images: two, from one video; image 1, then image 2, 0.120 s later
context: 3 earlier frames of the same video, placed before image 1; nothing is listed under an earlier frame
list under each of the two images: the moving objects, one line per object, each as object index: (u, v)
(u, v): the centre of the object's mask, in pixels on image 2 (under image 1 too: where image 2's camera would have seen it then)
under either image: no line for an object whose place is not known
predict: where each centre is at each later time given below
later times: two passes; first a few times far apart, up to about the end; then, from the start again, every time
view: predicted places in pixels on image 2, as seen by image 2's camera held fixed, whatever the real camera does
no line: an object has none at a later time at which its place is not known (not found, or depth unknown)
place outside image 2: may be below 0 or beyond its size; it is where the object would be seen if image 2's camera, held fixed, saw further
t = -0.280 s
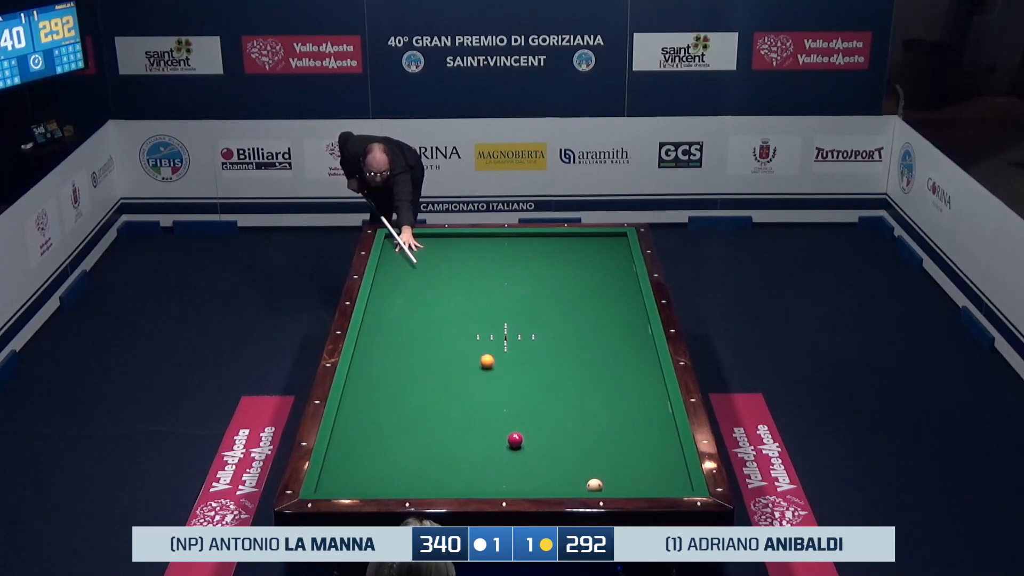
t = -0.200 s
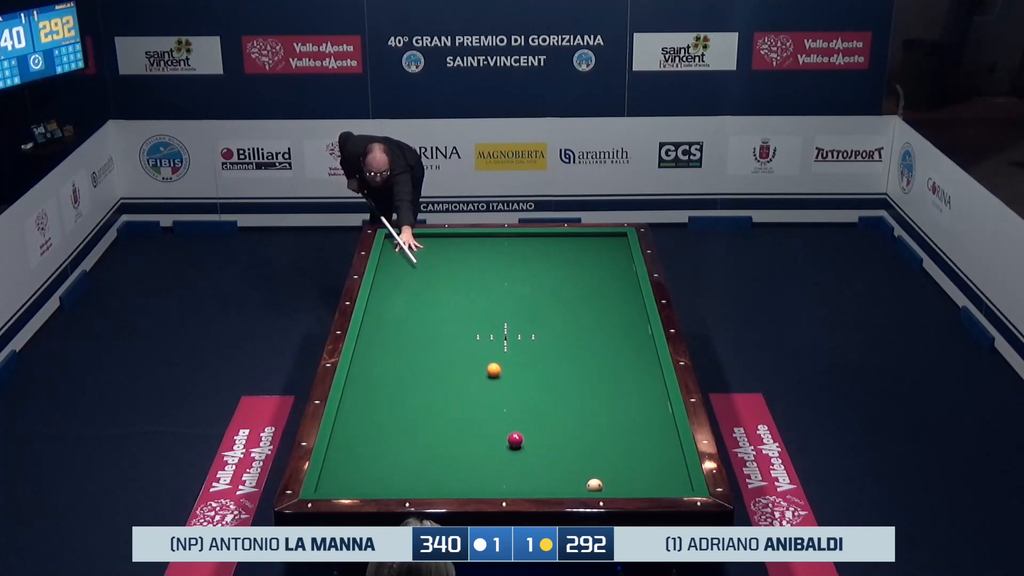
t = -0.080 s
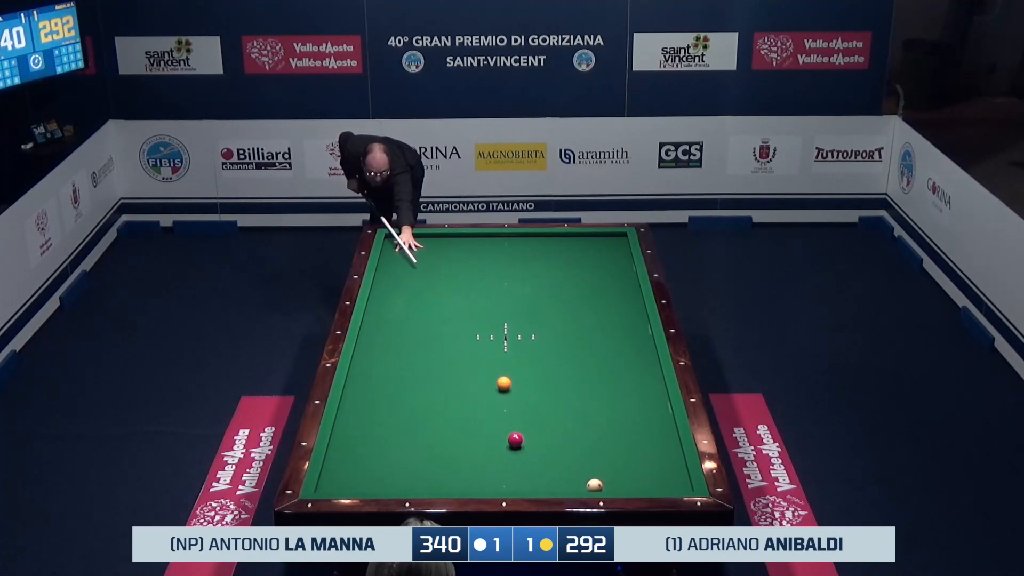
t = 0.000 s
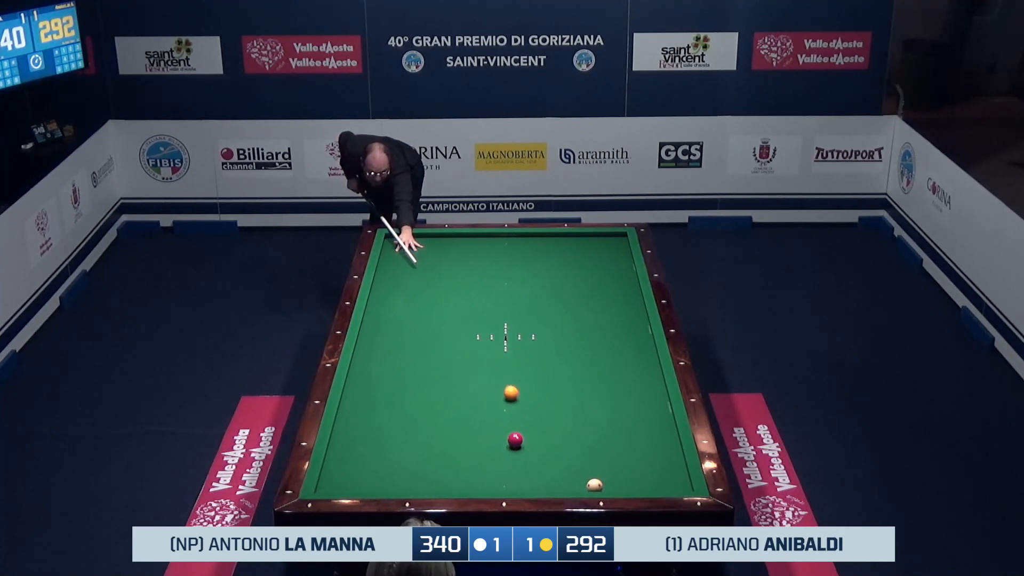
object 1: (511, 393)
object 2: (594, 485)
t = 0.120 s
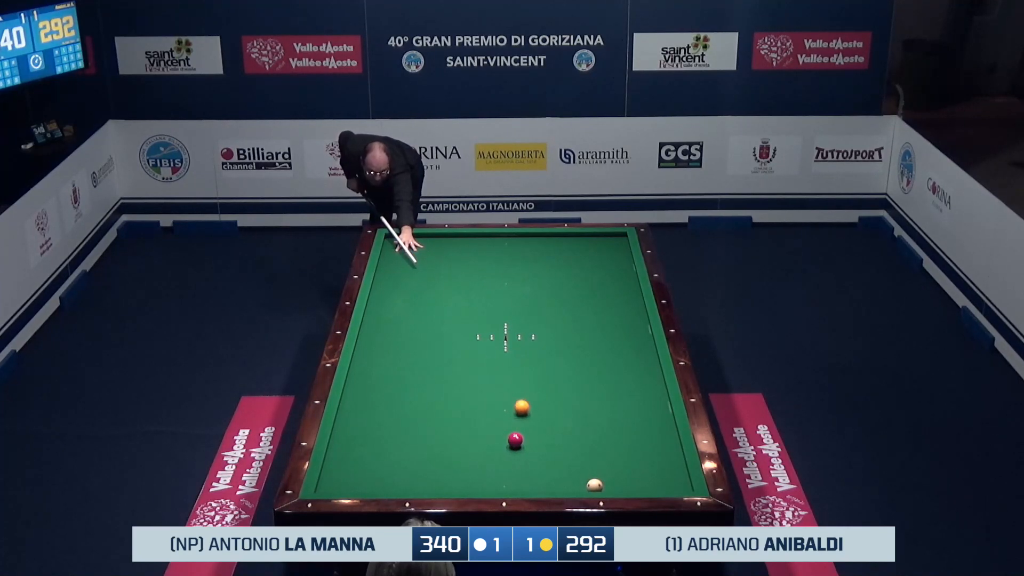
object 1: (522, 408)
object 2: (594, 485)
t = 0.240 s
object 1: (533, 423)
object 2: (594, 485)
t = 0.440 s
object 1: (554, 450)
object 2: (594, 485)
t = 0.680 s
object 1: (579, 483)
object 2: (595, 485)
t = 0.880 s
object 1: (578, 480)
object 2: (617, 484)
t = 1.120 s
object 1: (583, 468)
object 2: (638, 480)
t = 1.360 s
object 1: (588, 457)
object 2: (657, 474)
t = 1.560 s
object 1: (591, 448)
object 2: (673, 470)
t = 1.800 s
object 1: (595, 437)
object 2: (672, 465)
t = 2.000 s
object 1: (598, 430)
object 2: (662, 462)
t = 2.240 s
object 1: (602, 421)
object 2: (650, 458)
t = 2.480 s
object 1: (606, 413)
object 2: (640, 454)
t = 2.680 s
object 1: (609, 406)
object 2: (631, 452)
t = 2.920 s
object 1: (612, 399)
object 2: (621, 448)
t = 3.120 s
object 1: (614, 393)
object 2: (614, 446)
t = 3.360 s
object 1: (617, 386)
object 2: (605, 443)
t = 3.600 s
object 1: (619, 380)
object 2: (598, 440)
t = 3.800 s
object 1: (621, 375)
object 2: (592, 438)
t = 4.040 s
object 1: (623, 369)
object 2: (585, 436)
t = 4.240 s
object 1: (625, 364)
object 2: (580, 434)
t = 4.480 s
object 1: (627, 359)
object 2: (574, 432)
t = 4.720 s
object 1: (629, 355)
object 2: (569, 430)
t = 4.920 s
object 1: (631, 351)
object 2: (565, 428)
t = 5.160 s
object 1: (632, 347)
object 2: (560, 427)
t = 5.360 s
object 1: (634, 344)
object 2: (557, 425)
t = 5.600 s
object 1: (635, 340)
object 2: (553, 424)
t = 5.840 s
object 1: (637, 337)
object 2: (550, 423)
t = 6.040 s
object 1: (638, 334)
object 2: (548, 422)
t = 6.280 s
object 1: (639, 331)
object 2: (545, 421)
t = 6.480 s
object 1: (639, 329)
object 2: (544, 421)
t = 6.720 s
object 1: (640, 326)
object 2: (543, 420)
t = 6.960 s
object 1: (641, 324)
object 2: (542, 420)
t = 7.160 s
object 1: (641, 322)
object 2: (542, 419)
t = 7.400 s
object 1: (642, 320)
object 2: (541, 419)
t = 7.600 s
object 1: (642, 319)
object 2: (542, 419)
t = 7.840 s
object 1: (642, 317)
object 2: (542, 419)
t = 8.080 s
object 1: (642, 316)
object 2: (542, 419)
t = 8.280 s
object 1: (641, 315)
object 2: (542, 419)
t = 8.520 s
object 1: (641, 314)
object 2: (542, 419)
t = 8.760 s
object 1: (640, 313)
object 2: (542, 419)
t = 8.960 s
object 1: (640, 313)
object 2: (542, 419)
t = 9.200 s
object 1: (640, 313)
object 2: (542, 419)
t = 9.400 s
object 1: (640, 313)
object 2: (542, 419)
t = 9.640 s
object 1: (640, 312)
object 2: (542, 419)
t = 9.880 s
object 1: (640, 312)
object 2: (542, 419)
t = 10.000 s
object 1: (640, 312)
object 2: (542, 419)
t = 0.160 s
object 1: (525, 413)
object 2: (594, 485)
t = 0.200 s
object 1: (529, 418)
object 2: (594, 485)
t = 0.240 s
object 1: (533, 423)
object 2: (594, 485)
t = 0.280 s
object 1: (537, 428)
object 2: (594, 485)
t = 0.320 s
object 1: (541, 433)
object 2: (594, 485)
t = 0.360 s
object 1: (545, 439)
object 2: (594, 485)
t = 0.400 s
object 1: (549, 444)
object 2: (594, 485)
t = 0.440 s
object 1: (554, 450)
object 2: (594, 485)
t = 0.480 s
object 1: (558, 455)
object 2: (594, 485)
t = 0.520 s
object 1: (562, 461)
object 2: (594, 485)
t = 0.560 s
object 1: (566, 467)
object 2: (594, 485)
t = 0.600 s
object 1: (570, 472)
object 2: (594, 485)
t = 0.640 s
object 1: (575, 478)
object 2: (594, 485)
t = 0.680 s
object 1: (579, 483)
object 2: (595, 485)
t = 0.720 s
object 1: (576, 486)
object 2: (602, 486)
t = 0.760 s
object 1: (576, 485)
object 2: (606, 486)
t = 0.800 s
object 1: (576, 483)
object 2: (610, 485)
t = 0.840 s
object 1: (577, 482)
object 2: (614, 485)
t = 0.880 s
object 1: (578, 480)
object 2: (617, 484)
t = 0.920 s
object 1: (579, 478)
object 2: (621, 483)
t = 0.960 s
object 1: (580, 476)
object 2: (624, 483)
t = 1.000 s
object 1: (581, 474)
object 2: (628, 483)
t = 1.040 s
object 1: (581, 472)
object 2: (631, 482)
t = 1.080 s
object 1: (582, 470)
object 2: (635, 481)
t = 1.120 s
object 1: (583, 468)
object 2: (638, 480)
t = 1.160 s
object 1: (584, 466)
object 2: (641, 479)
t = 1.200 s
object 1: (584, 464)
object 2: (644, 478)
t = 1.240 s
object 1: (585, 462)
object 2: (648, 477)
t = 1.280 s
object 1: (586, 460)
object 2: (651, 476)
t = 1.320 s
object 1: (587, 458)
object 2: (654, 475)
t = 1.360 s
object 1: (588, 457)
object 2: (657, 474)
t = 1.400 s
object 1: (588, 455)
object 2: (661, 473)
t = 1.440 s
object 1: (589, 453)
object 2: (664, 472)
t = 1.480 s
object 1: (590, 451)
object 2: (667, 471)
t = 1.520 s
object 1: (590, 449)
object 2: (670, 471)
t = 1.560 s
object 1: (591, 448)
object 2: (673, 470)
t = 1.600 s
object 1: (592, 446)
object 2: (676, 469)
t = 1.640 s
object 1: (593, 444)
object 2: (679, 468)
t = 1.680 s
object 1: (593, 442)
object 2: (678, 467)
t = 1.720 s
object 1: (594, 441)
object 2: (676, 466)
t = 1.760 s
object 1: (595, 439)
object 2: (674, 466)
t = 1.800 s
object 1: (595, 437)
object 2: (672, 465)
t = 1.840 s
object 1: (596, 436)
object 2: (670, 465)
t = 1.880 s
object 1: (597, 434)
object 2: (668, 464)
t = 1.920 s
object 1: (597, 433)
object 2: (666, 463)
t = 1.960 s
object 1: (598, 431)
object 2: (664, 463)
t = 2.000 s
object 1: (598, 430)
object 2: (662, 462)
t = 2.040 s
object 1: (599, 429)
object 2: (660, 461)
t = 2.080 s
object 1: (600, 427)
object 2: (658, 461)
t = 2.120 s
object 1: (600, 426)
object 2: (656, 460)
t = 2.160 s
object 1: (601, 424)
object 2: (654, 459)
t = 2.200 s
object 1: (601, 423)
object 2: (652, 458)
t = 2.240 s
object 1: (602, 421)
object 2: (650, 458)
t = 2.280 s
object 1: (603, 420)
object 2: (648, 457)
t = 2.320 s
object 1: (603, 418)
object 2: (647, 457)
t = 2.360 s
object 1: (604, 417)
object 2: (645, 456)
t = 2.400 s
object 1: (605, 416)
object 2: (643, 456)
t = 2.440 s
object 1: (605, 414)
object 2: (641, 455)
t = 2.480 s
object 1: (606, 413)
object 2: (640, 454)
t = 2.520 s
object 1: (606, 411)
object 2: (638, 454)
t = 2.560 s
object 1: (607, 410)
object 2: (636, 453)
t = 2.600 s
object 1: (607, 409)
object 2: (634, 453)
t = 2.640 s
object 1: (608, 407)
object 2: (633, 452)
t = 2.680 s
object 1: (609, 406)
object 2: (631, 452)
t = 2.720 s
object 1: (609, 405)
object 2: (629, 451)
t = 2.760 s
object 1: (610, 404)
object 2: (628, 451)
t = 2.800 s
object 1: (610, 403)
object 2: (626, 450)
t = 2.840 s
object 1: (611, 401)
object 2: (625, 450)
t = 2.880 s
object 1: (611, 400)
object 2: (623, 449)
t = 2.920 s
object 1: (612, 399)
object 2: (621, 448)
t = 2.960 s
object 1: (612, 398)
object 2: (620, 448)
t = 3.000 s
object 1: (613, 396)
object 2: (618, 447)
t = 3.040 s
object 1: (613, 395)
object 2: (617, 447)
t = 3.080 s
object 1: (614, 394)
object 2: (615, 446)
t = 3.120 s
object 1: (614, 393)
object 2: (614, 446)
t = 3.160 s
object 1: (615, 392)
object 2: (612, 446)
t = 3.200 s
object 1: (615, 391)
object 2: (611, 445)
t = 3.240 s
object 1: (616, 389)
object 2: (610, 444)
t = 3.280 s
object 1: (616, 388)
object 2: (608, 444)
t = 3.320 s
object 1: (616, 387)
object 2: (607, 444)
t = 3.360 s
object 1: (617, 386)
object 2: (605, 443)
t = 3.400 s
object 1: (617, 385)
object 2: (604, 443)
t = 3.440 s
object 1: (618, 384)
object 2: (603, 442)
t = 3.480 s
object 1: (618, 383)
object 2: (601, 442)
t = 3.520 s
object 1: (618, 382)
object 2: (600, 441)
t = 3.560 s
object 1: (619, 381)
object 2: (599, 441)
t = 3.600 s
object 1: (619, 380)
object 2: (598, 440)
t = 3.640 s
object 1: (620, 379)
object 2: (596, 440)
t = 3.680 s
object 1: (620, 378)
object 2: (595, 439)
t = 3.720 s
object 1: (620, 377)
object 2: (594, 439)
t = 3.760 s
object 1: (621, 375)
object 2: (593, 439)
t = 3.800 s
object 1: (621, 375)
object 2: (592, 438)
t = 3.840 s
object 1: (621, 374)
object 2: (591, 438)
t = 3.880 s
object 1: (622, 372)
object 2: (589, 437)
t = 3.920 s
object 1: (622, 372)
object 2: (588, 437)
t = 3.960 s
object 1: (622, 371)
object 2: (587, 436)
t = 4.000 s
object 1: (623, 370)
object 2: (586, 436)
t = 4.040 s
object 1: (623, 369)
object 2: (585, 436)
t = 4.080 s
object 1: (624, 368)
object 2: (584, 435)
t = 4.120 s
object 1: (624, 367)
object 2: (583, 435)
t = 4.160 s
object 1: (624, 366)
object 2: (582, 435)
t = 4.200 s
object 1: (625, 365)
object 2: (581, 434)
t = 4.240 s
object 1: (625, 364)
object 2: (580, 434)
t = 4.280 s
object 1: (625, 364)
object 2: (579, 433)
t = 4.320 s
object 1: (626, 363)
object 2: (578, 433)
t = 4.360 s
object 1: (626, 362)
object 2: (577, 433)
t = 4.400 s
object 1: (626, 361)
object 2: (576, 433)
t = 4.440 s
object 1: (627, 360)
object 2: (575, 432)
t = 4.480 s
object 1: (627, 359)
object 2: (574, 432)
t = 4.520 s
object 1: (628, 358)
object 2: (573, 431)
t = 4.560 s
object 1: (628, 358)
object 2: (572, 431)
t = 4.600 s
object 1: (628, 357)
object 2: (571, 431)
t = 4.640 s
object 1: (628, 356)
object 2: (570, 431)
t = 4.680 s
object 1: (629, 355)
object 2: (569, 430)
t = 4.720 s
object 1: (629, 355)
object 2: (569, 430)
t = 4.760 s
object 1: (629, 354)
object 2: (568, 430)
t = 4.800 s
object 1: (630, 353)
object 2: (567, 429)
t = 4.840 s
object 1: (630, 353)
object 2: (566, 429)
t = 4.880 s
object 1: (631, 352)
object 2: (565, 429)
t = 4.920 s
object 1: (631, 351)
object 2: (565, 428)
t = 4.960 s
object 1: (631, 350)
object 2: (564, 428)
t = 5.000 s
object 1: (631, 350)
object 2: (563, 428)
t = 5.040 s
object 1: (632, 349)
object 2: (562, 427)
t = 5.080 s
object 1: (632, 348)
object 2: (562, 427)
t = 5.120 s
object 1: (632, 348)
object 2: (561, 427)
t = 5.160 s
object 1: (632, 347)
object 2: (560, 427)
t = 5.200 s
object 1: (633, 346)
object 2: (559, 426)
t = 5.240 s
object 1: (633, 346)
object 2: (559, 426)
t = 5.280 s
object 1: (633, 345)
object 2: (558, 426)
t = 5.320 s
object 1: (634, 344)
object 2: (558, 426)
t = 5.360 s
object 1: (634, 344)
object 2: (557, 425)
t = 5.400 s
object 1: (634, 343)
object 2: (556, 425)
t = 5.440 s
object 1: (634, 343)
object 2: (556, 425)
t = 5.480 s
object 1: (634, 342)
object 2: (555, 425)
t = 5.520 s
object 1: (635, 341)
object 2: (554, 425)
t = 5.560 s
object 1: (635, 341)
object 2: (554, 424)
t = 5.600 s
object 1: (635, 340)
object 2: (553, 424)
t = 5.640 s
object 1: (635, 340)
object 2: (553, 424)
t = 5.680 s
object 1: (636, 339)
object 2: (552, 424)
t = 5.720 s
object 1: (636, 338)
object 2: (552, 424)
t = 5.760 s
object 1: (636, 338)
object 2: (551, 423)
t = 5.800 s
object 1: (636, 337)
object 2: (551, 423)
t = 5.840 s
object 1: (637, 337)
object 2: (550, 423)
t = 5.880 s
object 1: (637, 336)
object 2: (550, 423)
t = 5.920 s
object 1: (637, 336)
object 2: (549, 423)
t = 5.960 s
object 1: (638, 335)
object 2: (549, 423)
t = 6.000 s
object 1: (638, 335)
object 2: (548, 422)
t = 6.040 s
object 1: (638, 334)
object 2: (548, 422)
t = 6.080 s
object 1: (638, 334)
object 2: (547, 422)
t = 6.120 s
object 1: (638, 333)
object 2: (547, 422)
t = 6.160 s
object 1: (638, 333)
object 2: (547, 422)
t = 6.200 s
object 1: (638, 332)
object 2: (546, 422)
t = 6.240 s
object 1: (639, 332)
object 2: (546, 422)
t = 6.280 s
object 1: (639, 331)
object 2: (545, 421)
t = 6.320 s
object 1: (639, 331)
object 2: (545, 421)
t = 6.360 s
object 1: (639, 330)
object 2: (545, 421)
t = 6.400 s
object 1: (639, 330)
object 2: (545, 421)
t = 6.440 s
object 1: (639, 329)
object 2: (545, 421)
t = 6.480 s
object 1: (639, 329)
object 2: (544, 421)
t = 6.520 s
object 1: (640, 329)
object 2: (544, 421)
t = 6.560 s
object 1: (640, 328)
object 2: (544, 421)
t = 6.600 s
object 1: (640, 328)
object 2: (544, 421)
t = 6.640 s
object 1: (640, 327)
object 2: (543, 420)
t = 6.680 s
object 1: (640, 327)
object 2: (543, 420)
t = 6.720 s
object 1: (640, 326)
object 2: (543, 420)
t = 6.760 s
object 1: (640, 326)
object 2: (543, 420)
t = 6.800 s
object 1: (640, 326)
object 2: (543, 420)
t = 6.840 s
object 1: (641, 325)
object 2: (543, 420)
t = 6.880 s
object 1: (641, 325)
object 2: (543, 420)
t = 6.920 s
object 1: (641, 325)
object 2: (542, 420)
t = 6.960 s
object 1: (641, 324)
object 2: (542, 420)
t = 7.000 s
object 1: (641, 324)
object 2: (542, 420)
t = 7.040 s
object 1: (641, 323)
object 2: (542, 419)
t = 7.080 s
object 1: (641, 323)
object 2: (542, 419)
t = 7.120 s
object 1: (641, 323)
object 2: (542, 419)
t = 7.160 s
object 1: (641, 322)
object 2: (542, 419)
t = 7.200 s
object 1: (641, 322)
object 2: (542, 419)
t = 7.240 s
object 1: (641, 322)
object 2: (541, 419)
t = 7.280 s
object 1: (641, 321)
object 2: (541, 419)
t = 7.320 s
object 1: (641, 321)
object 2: (541, 419)
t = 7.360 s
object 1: (642, 321)
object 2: (541, 419)
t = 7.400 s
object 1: (642, 320)
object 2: (541, 419)
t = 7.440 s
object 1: (642, 320)
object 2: (541, 419)
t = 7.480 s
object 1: (642, 320)
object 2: (541, 419)
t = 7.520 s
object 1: (642, 319)
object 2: (541, 419)
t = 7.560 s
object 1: (642, 319)
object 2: (542, 419)
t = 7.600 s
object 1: (642, 319)
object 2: (542, 419)
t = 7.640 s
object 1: (642, 319)
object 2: (542, 419)
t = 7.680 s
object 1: (642, 318)
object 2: (542, 419)
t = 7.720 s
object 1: (642, 318)
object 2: (541, 419)
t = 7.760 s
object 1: (642, 318)
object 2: (542, 419)
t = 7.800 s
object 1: (642, 318)
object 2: (542, 419)
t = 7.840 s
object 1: (642, 317)
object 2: (542, 419)
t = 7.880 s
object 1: (642, 317)
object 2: (542, 419)
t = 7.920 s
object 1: (642, 317)
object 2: (542, 419)
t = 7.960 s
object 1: (642, 317)
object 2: (542, 419)
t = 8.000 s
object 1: (642, 316)
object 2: (542, 419)
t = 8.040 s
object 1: (642, 316)
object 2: (542, 419)
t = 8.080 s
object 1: (642, 316)
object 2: (542, 419)
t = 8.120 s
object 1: (642, 316)
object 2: (542, 419)
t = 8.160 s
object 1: (642, 316)
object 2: (542, 419)
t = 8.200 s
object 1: (642, 315)
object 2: (542, 419)
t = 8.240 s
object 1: (642, 315)
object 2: (542, 419)
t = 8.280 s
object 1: (641, 315)
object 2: (542, 419)
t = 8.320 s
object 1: (641, 315)
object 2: (542, 419)
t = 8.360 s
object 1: (641, 315)
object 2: (542, 419)
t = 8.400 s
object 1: (641, 315)
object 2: (542, 419)
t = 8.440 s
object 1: (641, 314)
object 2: (542, 419)
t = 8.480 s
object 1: (641, 314)
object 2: (542, 419)
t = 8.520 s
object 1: (641, 314)
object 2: (542, 419)
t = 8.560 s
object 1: (641, 314)
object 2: (542, 419)
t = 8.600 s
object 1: (641, 314)
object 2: (542, 419)
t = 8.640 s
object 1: (640, 314)
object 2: (542, 419)
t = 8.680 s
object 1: (640, 314)
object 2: (542, 419)
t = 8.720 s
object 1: (640, 313)
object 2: (542, 419)
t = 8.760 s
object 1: (640, 313)
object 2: (542, 419)
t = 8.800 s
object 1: (640, 313)
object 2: (542, 419)
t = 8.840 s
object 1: (640, 313)
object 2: (542, 419)
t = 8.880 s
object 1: (640, 313)
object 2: (542, 419)
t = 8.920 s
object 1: (640, 313)
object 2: (542, 419)
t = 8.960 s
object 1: (640, 313)
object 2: (542, 419)
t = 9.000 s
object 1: (640, 313)
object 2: (542, 419)
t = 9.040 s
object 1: (640, 313)
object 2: (542, 419)
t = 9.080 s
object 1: (640, 313)
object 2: (542, 419)
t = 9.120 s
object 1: (640, 313)
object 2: (542, 419)
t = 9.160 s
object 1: (640, 313)
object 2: (542, 419)
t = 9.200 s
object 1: (640, 313)
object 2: (542, 419)
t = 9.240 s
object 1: (640, 313)
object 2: (542, 419)
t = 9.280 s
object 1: (640, 313)
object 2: (542, 419)
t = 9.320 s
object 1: (640, 313)
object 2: (542, 419)
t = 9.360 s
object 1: (640, 313)
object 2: (542, 419)
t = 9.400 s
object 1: (640, 313)
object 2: (542, 419)
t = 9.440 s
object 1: (640, 312)
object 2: (542, 419)
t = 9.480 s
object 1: (640, 312)
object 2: (542, 419)
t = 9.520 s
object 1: (640, 312)
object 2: (542, 419)
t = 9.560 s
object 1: (640, 312)
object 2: (542, 419)
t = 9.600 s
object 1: (640, 312)
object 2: (542, 419)
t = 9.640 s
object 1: (640, 312)
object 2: (542, 419)
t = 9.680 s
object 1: (640, 312)
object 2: (542, 419)
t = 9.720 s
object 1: (640, 312)
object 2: (542, 419)
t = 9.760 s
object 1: (640, 312)
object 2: (542, 419)
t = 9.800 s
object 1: (640, 312)
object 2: (542, 419)
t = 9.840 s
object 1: (640, 312)
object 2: (542, 419)
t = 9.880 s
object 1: (640, 312)
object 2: (542, 419)
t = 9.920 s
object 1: (640, 312)
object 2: (542, 419)
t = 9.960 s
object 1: (640, 312)
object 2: (542, 419)
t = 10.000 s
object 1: (640, 312)
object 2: (542, 419)
